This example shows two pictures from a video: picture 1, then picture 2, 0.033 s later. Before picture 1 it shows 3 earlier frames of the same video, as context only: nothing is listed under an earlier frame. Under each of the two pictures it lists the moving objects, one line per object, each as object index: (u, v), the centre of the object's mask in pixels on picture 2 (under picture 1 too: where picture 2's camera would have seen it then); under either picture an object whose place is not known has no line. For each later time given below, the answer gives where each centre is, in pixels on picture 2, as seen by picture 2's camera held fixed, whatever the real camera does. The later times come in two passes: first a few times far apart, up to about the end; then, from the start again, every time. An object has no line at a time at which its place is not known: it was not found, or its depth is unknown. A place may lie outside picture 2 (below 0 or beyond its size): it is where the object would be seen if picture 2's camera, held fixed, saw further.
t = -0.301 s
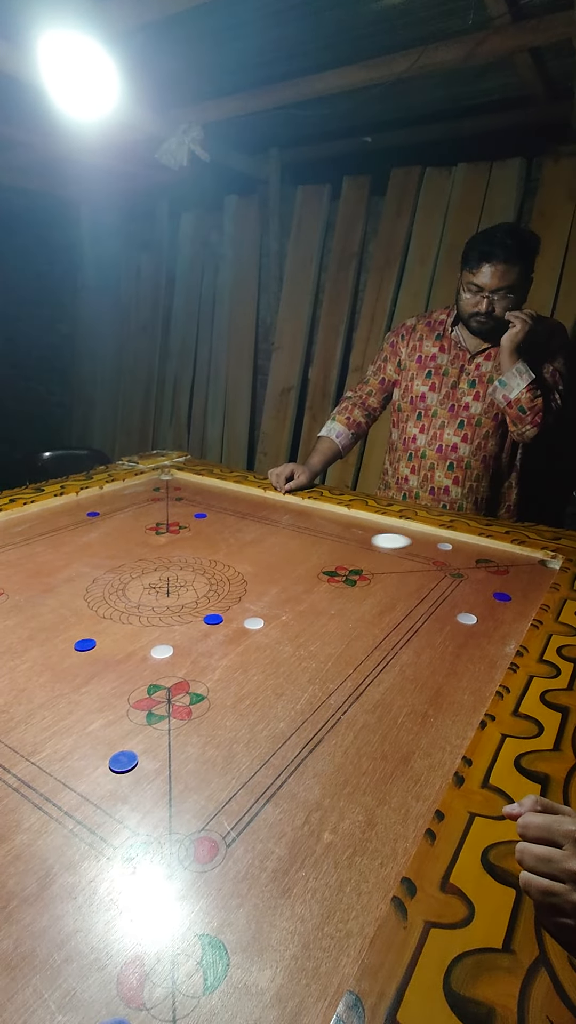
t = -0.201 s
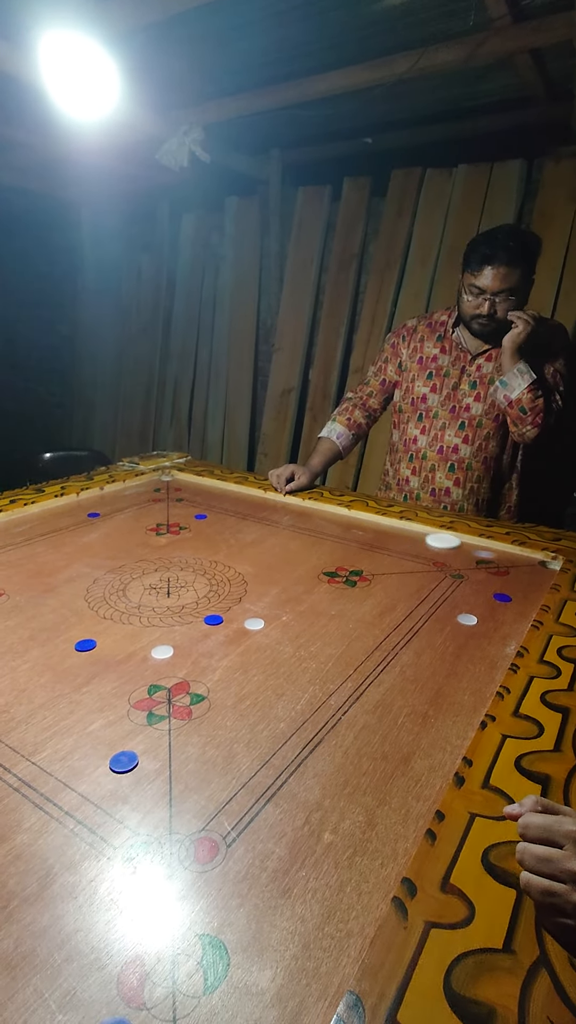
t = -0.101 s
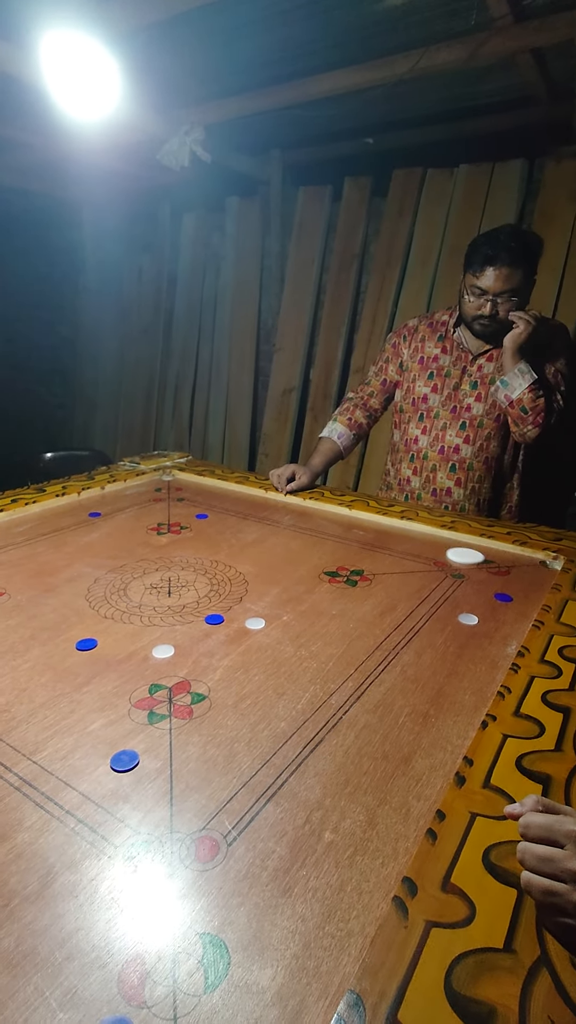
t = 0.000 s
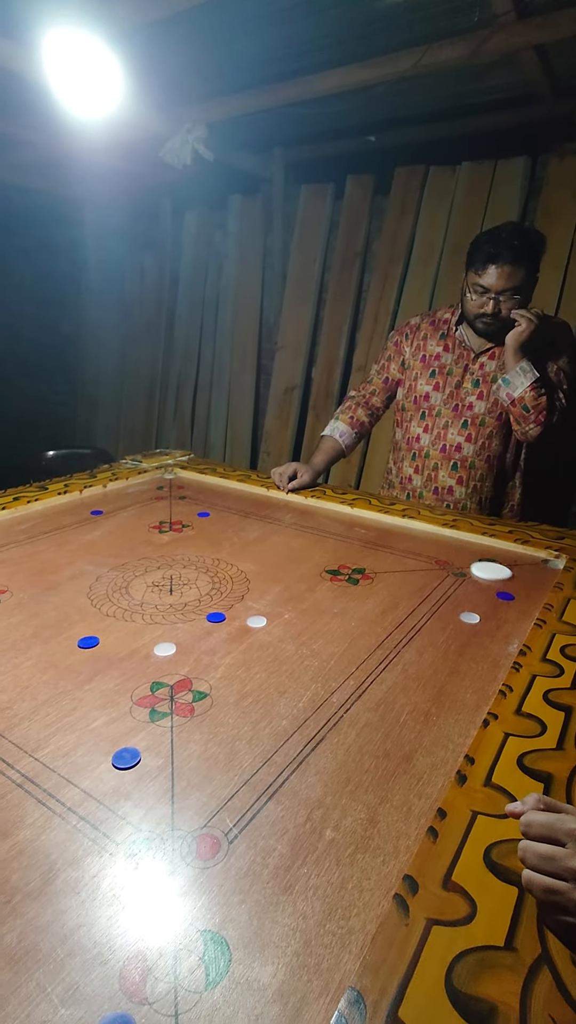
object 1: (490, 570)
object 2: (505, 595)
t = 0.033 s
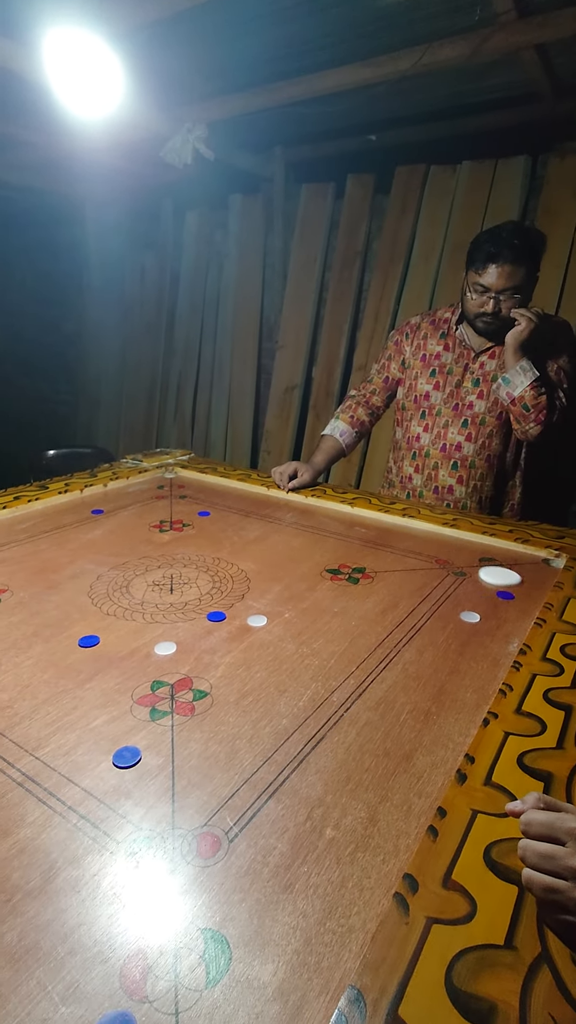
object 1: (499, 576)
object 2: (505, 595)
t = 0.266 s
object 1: (483, 596)
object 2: (494, 650)
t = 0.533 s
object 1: (406, 602)
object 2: (450, 745)
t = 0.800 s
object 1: (340, 607)
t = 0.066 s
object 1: (508, 582)
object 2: (505, 596)
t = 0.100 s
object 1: (517, 588)
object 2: (504, 603)
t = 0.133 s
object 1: (524, 594)
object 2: (502, 611)
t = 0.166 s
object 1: (514, 595)
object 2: (500, 620)
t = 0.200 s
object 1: (504, 595)
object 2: (498, 629)
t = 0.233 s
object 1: (493, 596)
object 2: (496, 639)
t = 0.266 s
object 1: (483, 596)
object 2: (494, 650)
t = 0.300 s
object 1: (472, 597)
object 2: (491, 661)
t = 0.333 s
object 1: (462, 597)
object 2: (488, 672)
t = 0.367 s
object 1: (452, 598)
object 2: (485, 684)
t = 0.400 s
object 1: (442, 599)
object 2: (482, 697)
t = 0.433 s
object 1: (433, 600)
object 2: (477, 709)
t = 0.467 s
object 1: (424, 600)
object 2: (469, 721)
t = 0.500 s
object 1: (415, 601)
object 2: (460, 733)
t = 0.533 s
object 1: (406, 602)
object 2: (450, 745)
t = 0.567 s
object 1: (397, 602)
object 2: (440, 759)
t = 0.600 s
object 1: (388, 603)
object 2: (428, 773)
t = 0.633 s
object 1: (380, 604)
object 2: (417, 787)
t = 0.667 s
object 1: (371, 605)
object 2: (404, 802)
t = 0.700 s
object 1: (363, 605)
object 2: (391, 818)
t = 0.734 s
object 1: (355, 606)
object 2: (376, 836)
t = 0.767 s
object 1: (348, 607)
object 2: (362, 855)
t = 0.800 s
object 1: (340, 607)
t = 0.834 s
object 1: (332, 608)
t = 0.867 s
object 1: (325, 609)
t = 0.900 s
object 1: (317, 610)
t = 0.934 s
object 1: (310, 610)
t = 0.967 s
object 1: (303, 610)
